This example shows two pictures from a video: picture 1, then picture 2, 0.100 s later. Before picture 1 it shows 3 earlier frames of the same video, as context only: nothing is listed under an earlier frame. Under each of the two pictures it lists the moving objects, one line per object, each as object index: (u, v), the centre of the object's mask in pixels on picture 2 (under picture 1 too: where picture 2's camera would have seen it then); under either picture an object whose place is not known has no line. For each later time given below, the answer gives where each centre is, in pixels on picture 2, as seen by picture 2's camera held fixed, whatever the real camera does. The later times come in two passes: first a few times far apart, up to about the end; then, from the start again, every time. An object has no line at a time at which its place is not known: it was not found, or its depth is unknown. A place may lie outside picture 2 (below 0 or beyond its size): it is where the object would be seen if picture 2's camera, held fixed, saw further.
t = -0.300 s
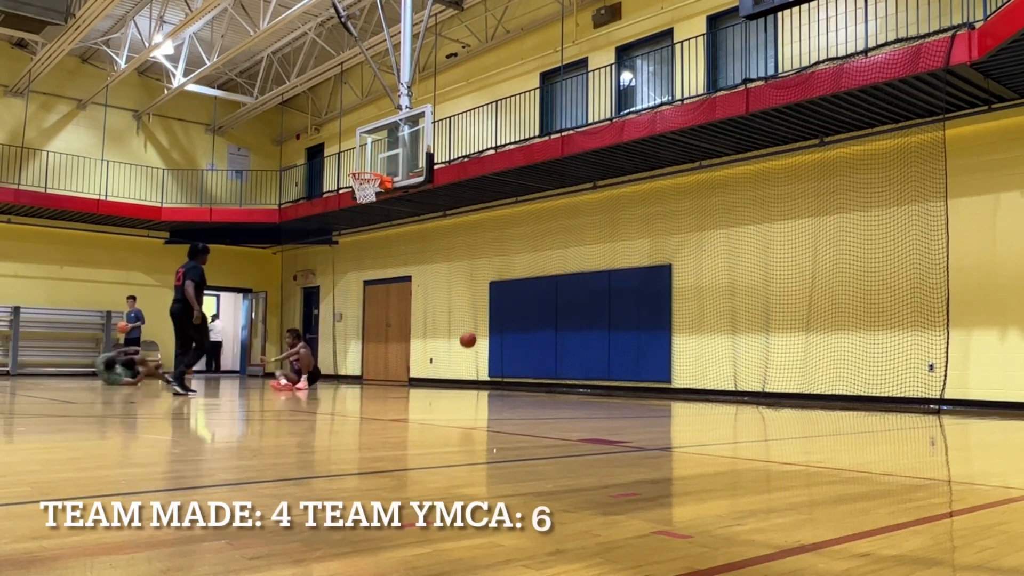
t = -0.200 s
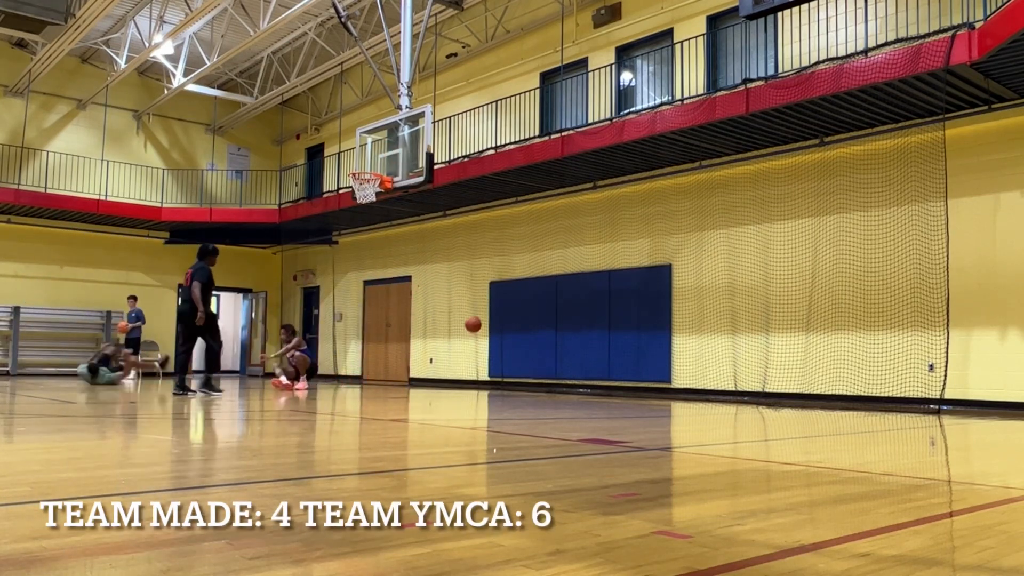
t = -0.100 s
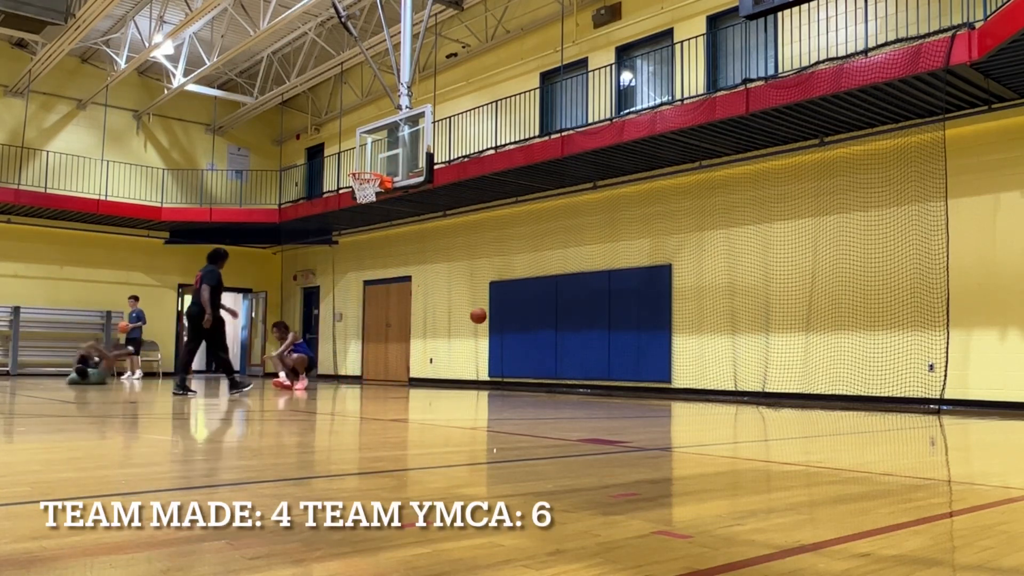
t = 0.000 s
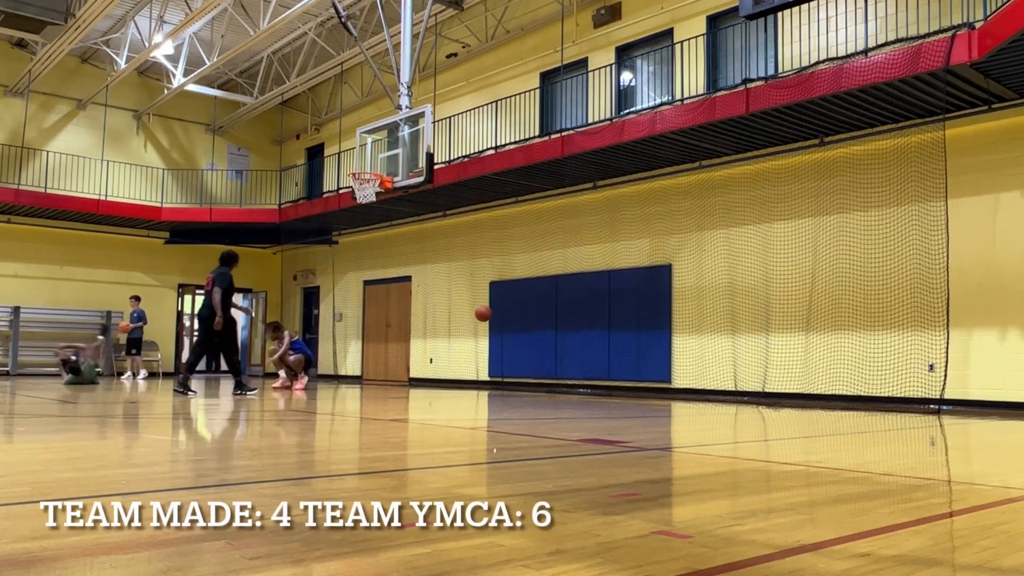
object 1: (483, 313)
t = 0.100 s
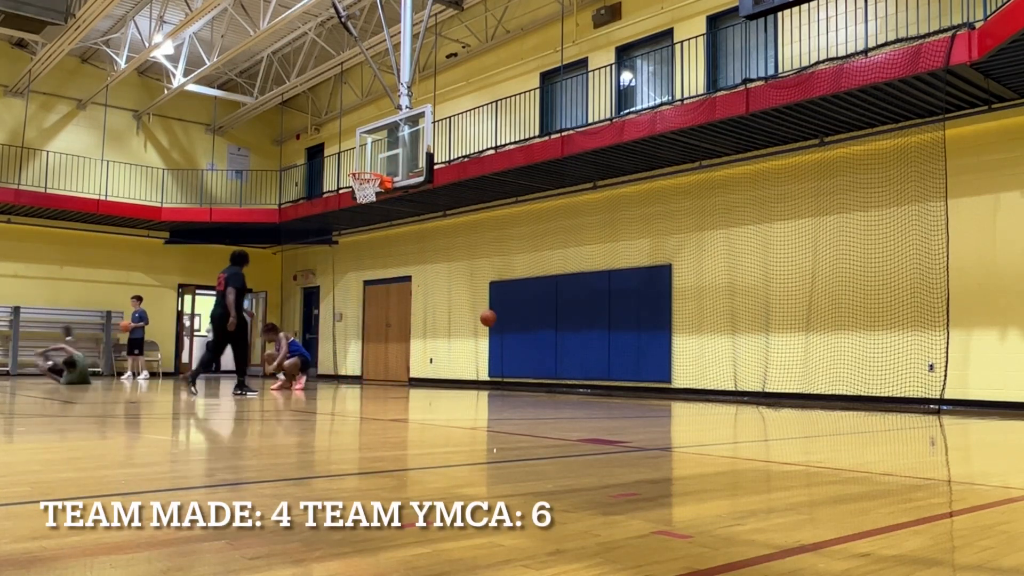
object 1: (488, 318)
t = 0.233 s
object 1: (494, 334)
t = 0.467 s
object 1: (504, 381)
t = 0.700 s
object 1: (517, 344)
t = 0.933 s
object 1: (530, 343)
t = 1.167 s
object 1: (542, 379)
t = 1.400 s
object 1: (552, 357)
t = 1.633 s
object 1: (561, 359)
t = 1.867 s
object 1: (568, 380)
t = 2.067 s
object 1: (571, 369)
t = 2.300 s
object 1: (575, 385)
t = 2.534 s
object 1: (579, 378)
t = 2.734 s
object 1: (581, 381)
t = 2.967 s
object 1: (582, 384)
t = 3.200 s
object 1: (582, 385)
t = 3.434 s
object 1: (582, 386)
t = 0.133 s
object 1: (490, 321)
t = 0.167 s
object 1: (491, 324)
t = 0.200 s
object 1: (493, 329)
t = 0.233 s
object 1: (494, 334)
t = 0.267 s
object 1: (496, 340)
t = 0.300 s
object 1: (497, 347)
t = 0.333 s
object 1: (498, 355)
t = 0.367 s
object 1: (500, 362)
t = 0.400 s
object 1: (501, 371)
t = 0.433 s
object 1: (503, 381)
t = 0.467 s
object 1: (504, 381)
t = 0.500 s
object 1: (506, 373)
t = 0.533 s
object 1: (508, 367)
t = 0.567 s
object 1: (510, 361)
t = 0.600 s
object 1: (512, 355)
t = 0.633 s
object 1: (514, 350)
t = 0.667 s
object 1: (516, 347)
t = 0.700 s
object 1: (517, 344)
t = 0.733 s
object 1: (519, 341)
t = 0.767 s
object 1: (521, 340)
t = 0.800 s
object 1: (523, 339)
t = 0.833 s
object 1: (525, 339)
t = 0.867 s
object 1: (526, 339)
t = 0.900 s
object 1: (528, 341)
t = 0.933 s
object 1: (530, 343)
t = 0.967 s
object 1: (531, 346)
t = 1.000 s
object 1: (533, 350)
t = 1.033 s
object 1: (535, 354)
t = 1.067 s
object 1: (537, 359)
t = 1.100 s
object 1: (538, 365)
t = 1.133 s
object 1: (540, 371)
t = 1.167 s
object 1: (542, 379)
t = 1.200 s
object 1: (543, 385)
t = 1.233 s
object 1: (545, 379)
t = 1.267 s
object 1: (546, 373)
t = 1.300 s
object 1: (548, 368)
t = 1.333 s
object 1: (549, 364)
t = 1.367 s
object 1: (551, 360)
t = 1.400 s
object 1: (552, 357)
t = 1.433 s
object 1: (554, 355)
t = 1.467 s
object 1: (555, 354)
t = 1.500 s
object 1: (556, 354)
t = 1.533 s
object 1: (557, 354)
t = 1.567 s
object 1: (559, 355)
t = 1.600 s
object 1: (560, 357)
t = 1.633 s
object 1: (561, 359)
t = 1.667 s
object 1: (562, 362)
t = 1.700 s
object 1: (563, 366)
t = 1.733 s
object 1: (564, 370)
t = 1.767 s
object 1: (565, 375)
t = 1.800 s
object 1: (566, 382)
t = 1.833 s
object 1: (567, 385)
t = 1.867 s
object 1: (568, 380)
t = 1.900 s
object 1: (568, 377)
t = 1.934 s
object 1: (569, 373)
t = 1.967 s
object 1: (569, 371)
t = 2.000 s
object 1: (570, 370)
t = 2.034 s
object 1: (571, 369)
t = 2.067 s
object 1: (571, 369)
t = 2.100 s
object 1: (572, 369)
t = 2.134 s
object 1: (572, 370)
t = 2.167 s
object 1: (573, 372)
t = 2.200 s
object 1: (573, 375)
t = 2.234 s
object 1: (574, 378)
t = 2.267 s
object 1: (575, 383)
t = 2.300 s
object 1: (575, 385)
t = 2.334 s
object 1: (576, 382)
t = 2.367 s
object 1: (576, 379)
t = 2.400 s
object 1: (577, 378)
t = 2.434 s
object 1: (577, 377)
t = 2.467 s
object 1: (578, 376)
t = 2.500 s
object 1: (578, 377)
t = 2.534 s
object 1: (579, 378)
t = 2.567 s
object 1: (580, 379)
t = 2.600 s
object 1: (580, 382)
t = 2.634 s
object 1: (580, 385)
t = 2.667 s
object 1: (580, 385)
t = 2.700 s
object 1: (580, 383)
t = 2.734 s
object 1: (581, 381)
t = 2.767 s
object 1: (581, 381)
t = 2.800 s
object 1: (581, 381)
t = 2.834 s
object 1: (581, 382)
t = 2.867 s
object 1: (582, 384)
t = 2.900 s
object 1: (582, 386)
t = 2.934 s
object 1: (582, 385)
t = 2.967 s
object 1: (582, 384)
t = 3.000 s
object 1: (582, 384)
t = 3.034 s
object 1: (582, 384)
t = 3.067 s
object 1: (582, 385)
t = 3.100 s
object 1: (583, 386)
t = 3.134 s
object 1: (583, 386)
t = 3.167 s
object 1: (582, 385)
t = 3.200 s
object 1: (582, 385)
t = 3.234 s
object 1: (582, 386)
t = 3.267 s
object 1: (582, 386)
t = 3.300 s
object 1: (582, 386)
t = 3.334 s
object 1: (582, 386)
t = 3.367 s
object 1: (582, 386)
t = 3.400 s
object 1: (582, 386)
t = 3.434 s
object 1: (582, 386)
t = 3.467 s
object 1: (582, 386)
